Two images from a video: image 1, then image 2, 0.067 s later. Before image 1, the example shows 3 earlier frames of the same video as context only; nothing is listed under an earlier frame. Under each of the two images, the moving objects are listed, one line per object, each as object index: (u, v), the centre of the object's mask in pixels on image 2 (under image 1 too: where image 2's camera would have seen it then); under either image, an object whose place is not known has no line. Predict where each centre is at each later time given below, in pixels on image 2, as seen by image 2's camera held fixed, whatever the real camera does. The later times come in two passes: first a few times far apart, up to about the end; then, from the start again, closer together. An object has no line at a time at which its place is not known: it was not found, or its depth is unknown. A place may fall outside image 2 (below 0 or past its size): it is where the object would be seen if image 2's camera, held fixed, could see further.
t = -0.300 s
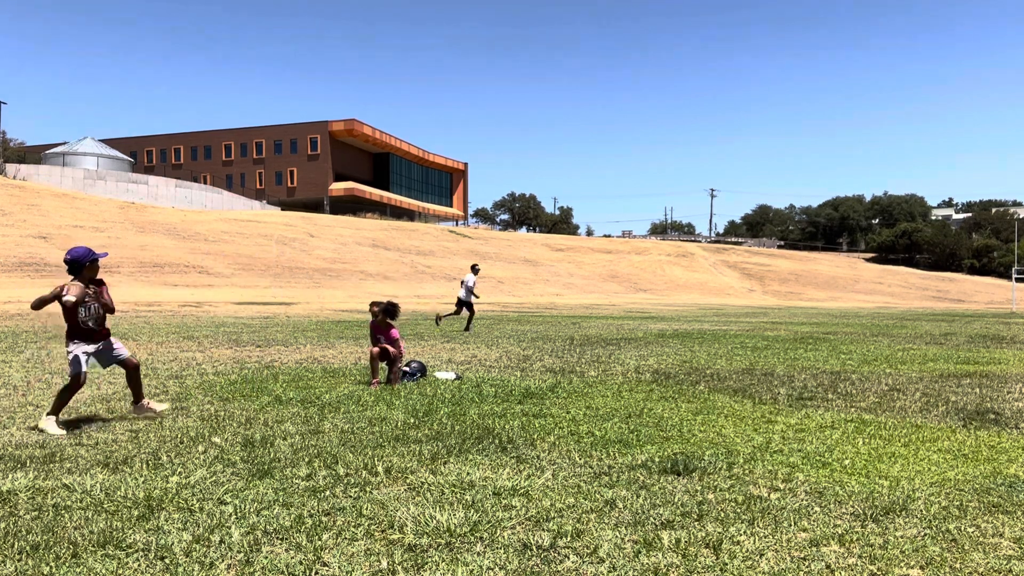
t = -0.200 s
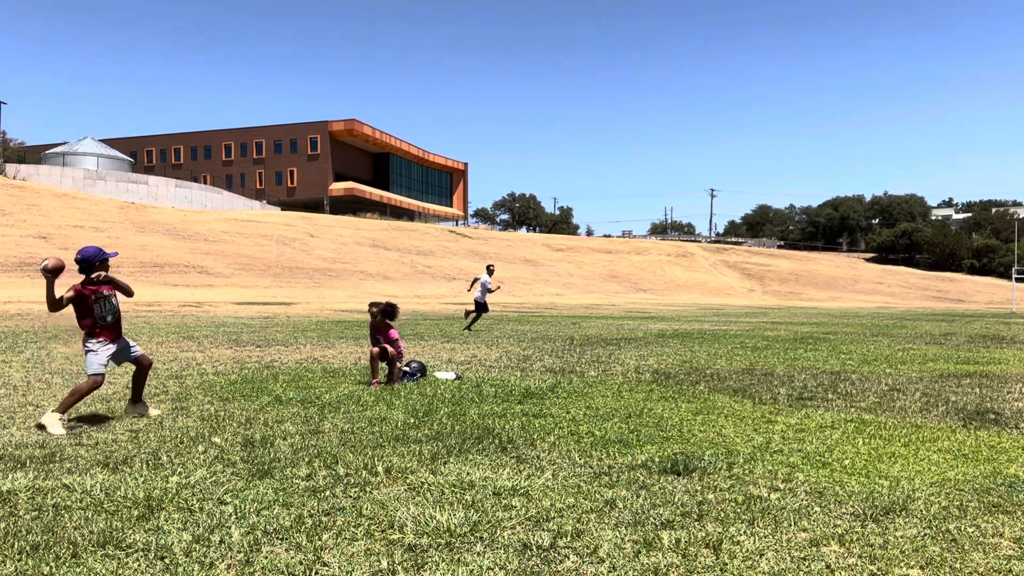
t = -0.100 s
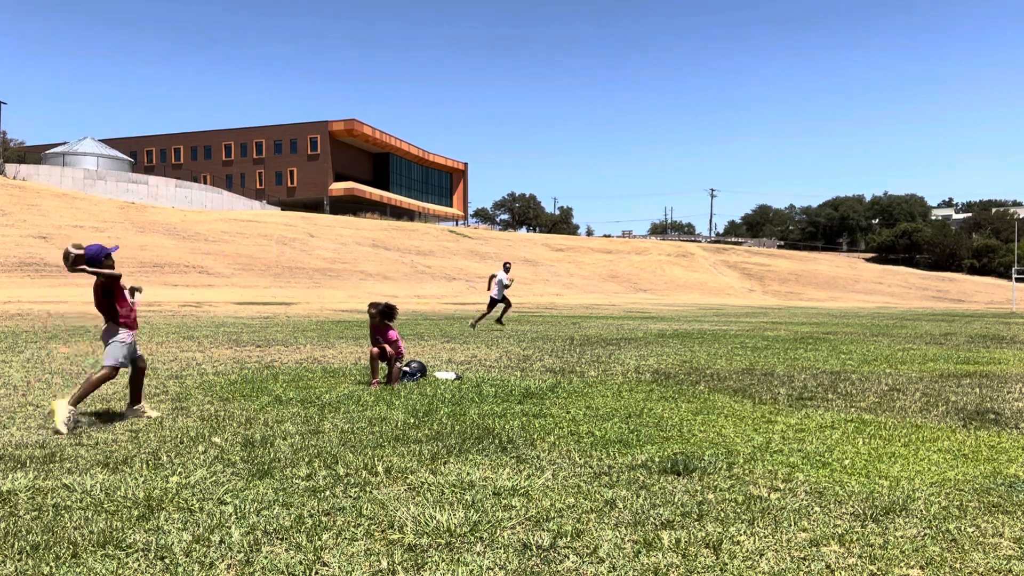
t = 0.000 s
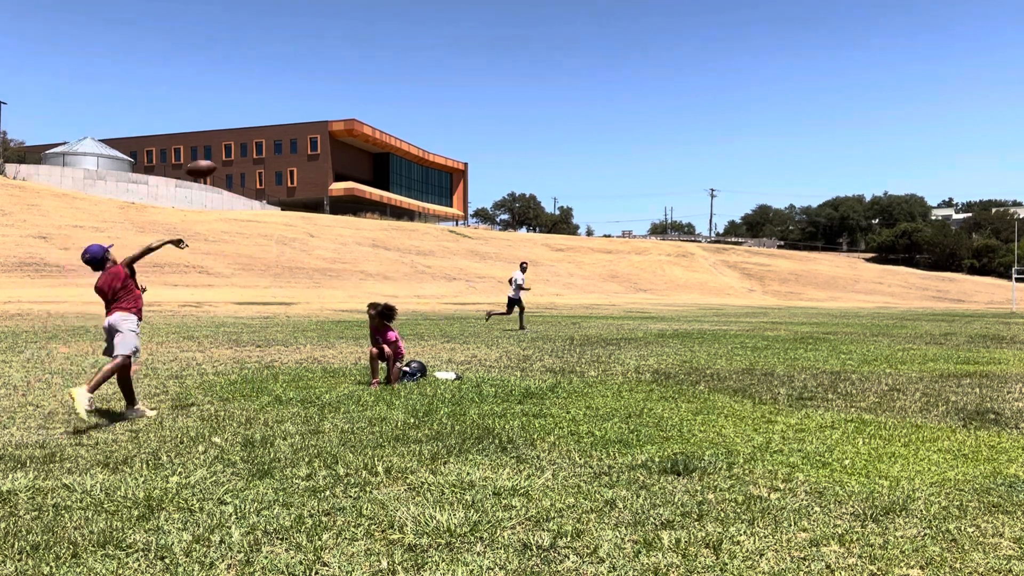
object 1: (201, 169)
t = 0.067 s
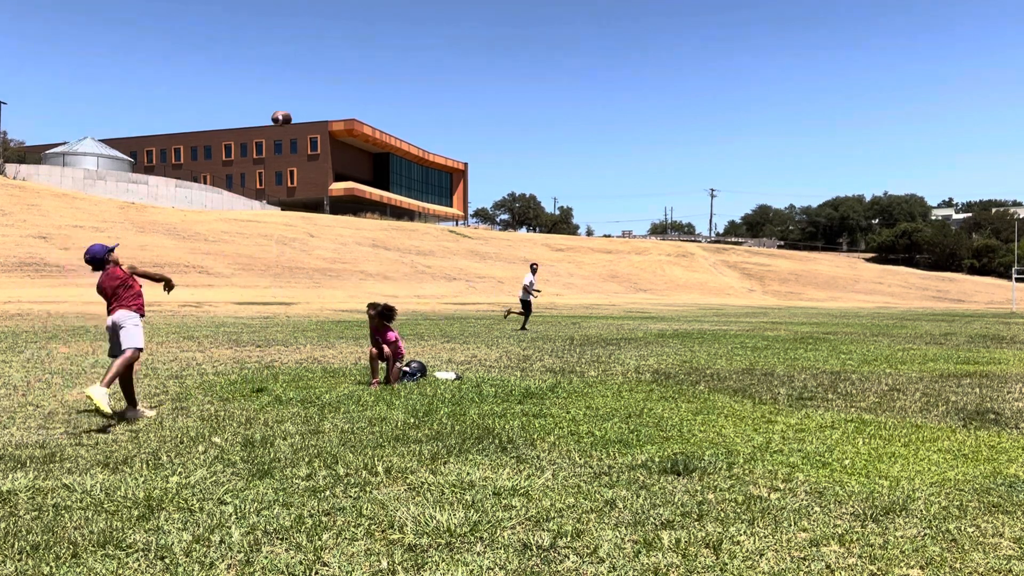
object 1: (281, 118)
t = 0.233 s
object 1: (431, 45)
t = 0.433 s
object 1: (550, 15)
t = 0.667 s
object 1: (643, 24)
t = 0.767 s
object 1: (674, 37)
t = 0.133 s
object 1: (349, 83)
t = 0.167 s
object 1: (378, 68)
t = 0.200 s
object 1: (406, 55)
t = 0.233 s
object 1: (431, 45)
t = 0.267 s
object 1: (454, 37)
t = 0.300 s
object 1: (476, 30)
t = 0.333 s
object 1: (496, 25)
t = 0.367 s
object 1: (515, 20)
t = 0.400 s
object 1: (534, 17)
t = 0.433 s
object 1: (550, 15)
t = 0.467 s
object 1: (566, 14)
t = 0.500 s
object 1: (581, 14)
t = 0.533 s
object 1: (595, 15)
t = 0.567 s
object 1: (608, 16)
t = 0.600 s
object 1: (621, 18)
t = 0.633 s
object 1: (633, 21)
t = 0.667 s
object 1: (643, 24)
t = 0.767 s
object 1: (674, 37)
